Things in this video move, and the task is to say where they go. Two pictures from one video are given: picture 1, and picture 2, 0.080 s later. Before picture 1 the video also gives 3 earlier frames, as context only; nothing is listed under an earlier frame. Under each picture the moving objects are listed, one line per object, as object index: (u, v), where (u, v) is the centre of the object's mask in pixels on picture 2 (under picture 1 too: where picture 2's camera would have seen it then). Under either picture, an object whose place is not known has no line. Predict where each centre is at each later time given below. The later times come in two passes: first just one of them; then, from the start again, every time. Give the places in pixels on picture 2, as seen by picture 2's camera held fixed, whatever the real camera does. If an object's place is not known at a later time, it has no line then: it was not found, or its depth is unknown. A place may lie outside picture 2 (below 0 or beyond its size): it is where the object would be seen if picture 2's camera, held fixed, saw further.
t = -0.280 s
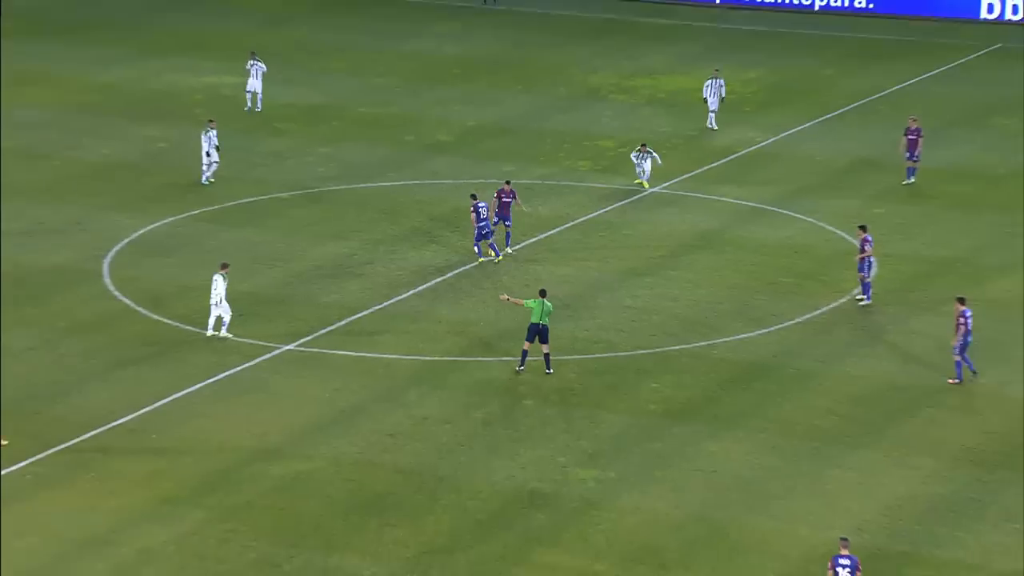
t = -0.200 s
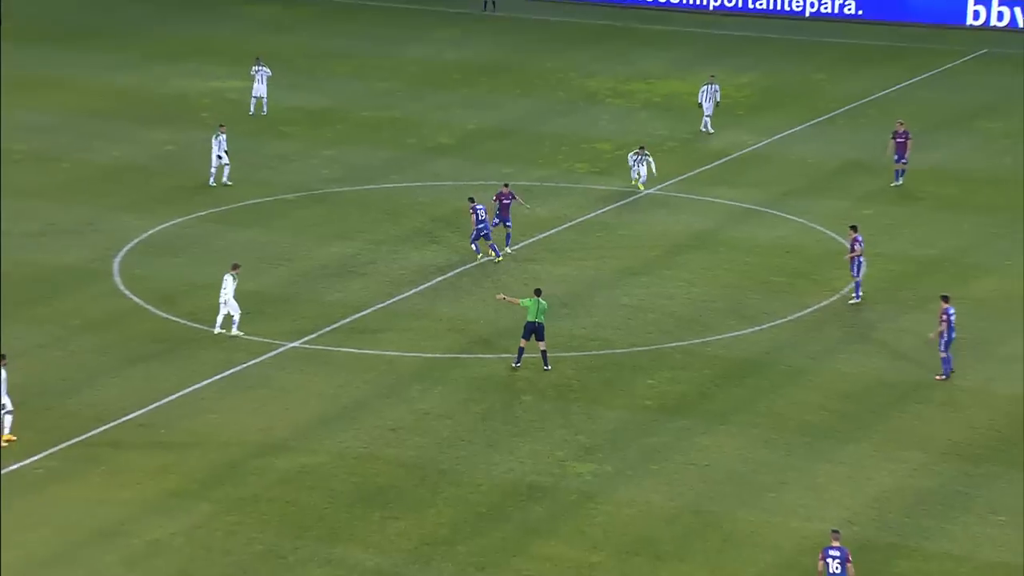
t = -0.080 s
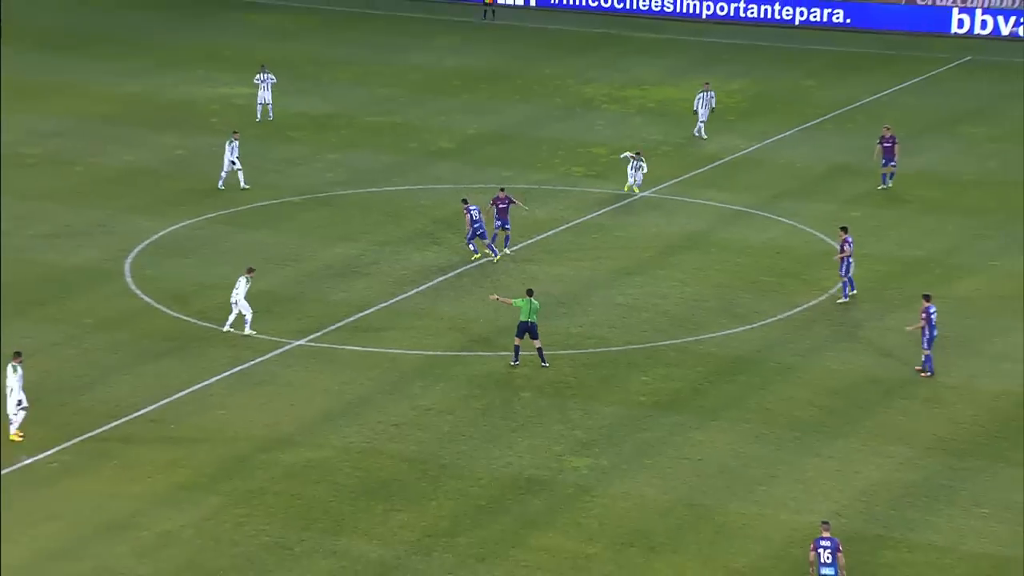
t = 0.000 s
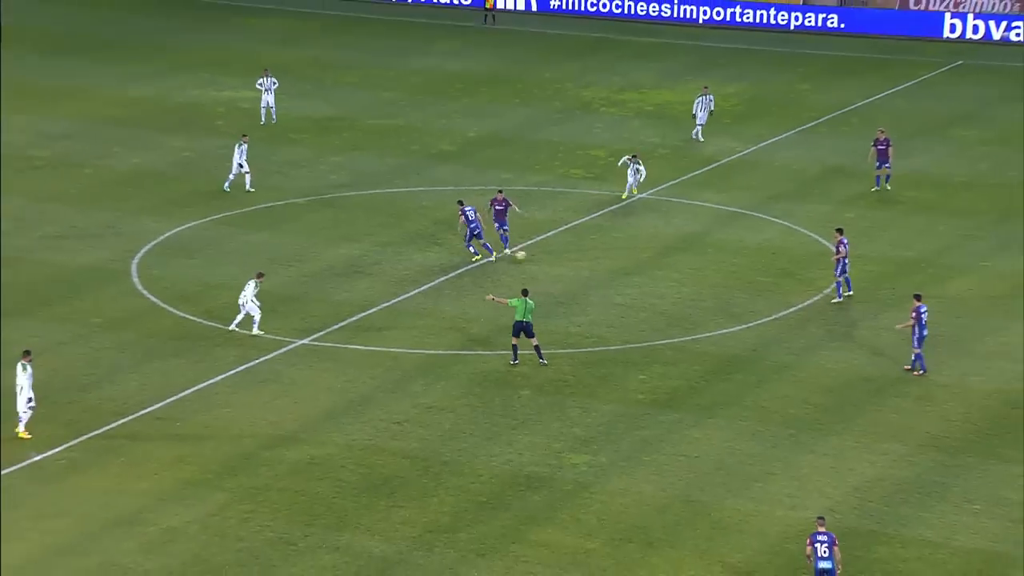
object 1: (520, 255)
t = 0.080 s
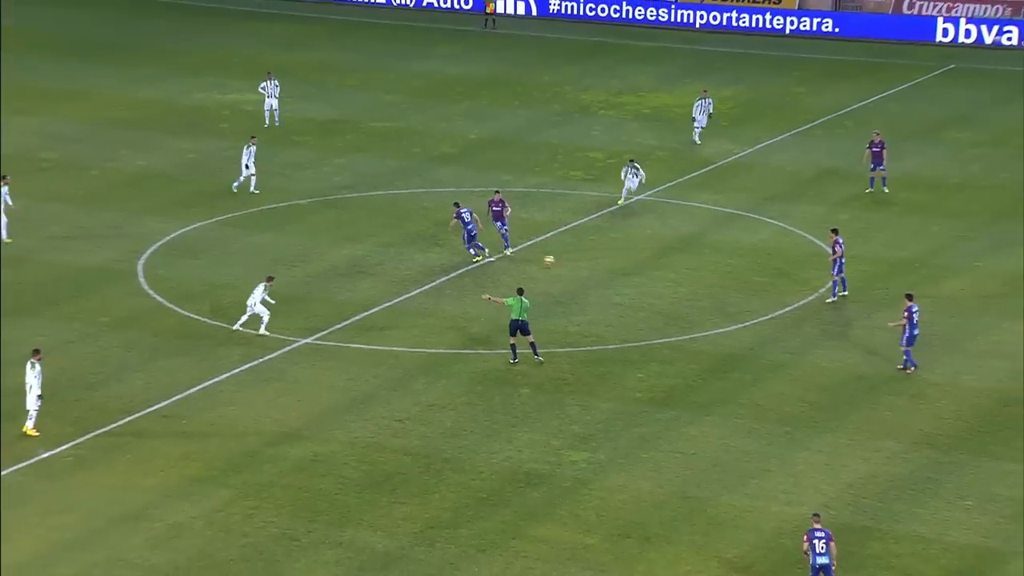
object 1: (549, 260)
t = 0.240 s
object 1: (605, 268)
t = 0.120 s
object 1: (564, 262)
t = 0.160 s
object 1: (578, 266)
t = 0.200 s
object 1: (591, 268)
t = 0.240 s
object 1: (605, 268)
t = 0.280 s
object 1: (617, 270)
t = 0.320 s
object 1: (631, 272)
